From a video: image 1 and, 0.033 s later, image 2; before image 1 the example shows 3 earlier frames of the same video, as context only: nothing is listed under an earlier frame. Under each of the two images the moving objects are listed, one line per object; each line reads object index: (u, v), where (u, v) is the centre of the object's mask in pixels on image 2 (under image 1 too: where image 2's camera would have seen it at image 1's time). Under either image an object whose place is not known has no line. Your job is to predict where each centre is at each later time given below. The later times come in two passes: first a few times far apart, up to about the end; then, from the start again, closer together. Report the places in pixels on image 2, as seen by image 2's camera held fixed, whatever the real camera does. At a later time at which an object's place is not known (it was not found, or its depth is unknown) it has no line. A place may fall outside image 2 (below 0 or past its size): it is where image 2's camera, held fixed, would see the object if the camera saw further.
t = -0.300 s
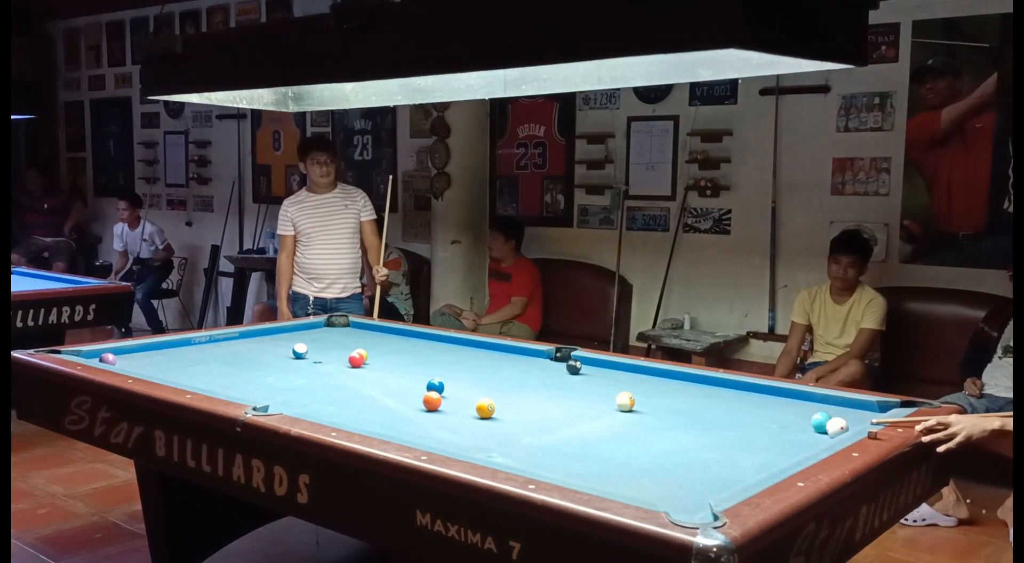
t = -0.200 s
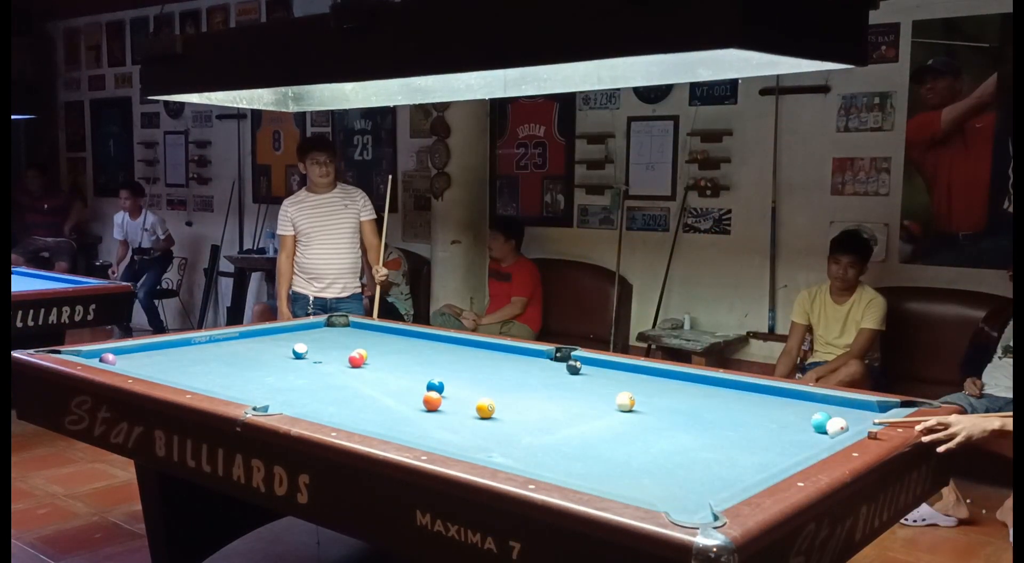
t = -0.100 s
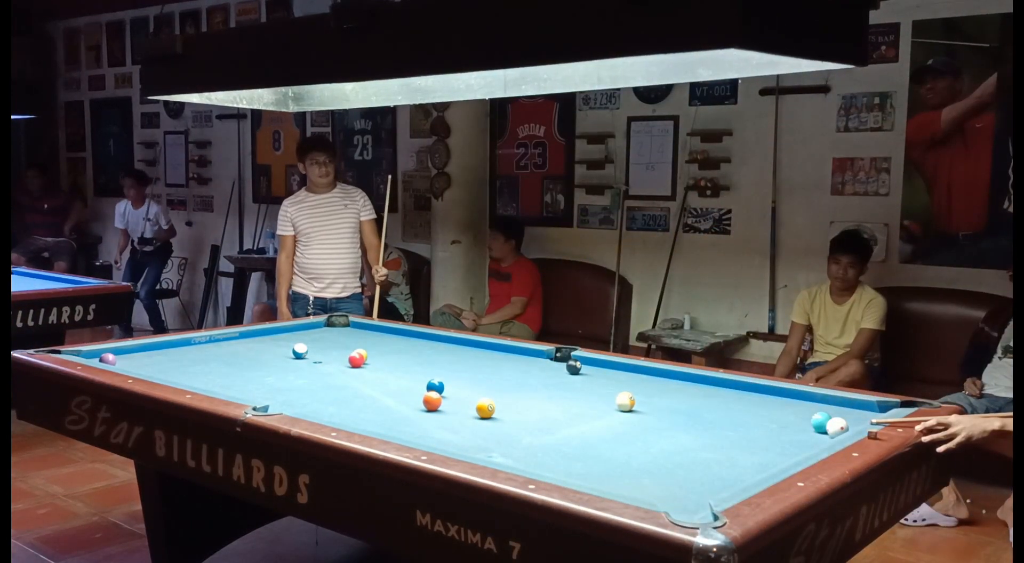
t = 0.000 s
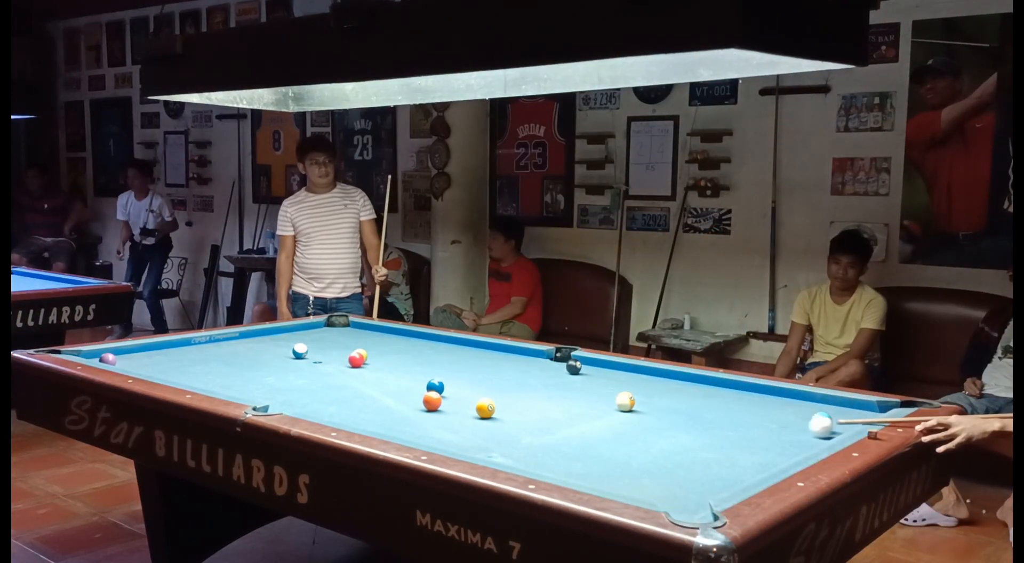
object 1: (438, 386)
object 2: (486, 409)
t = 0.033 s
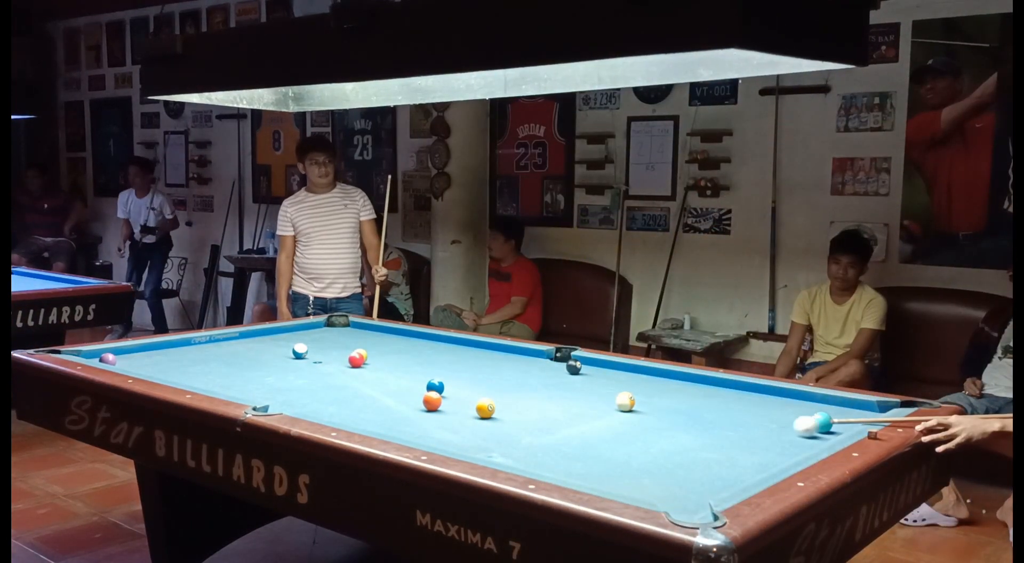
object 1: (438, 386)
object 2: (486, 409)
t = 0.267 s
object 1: (438, 386)
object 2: (486, 409)
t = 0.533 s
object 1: (438, 386)
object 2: (486, 409)
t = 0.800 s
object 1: (438, 386)
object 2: (481, 402)
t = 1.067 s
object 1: (438, 386)
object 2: (465, 400)
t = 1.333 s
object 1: (437, 385)
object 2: (450, 393)
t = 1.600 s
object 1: (428, 384)
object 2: (445, 390)
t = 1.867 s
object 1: (420, 383)
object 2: (443, 389)
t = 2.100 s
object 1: (413, 381)
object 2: (443, 388)
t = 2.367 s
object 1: (407, 378)
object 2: (443, 388)
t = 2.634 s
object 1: (402, 377)
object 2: (443, 388)
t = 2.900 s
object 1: (401, 375)
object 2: (443, 388)
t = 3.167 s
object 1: (404, 373)
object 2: (443, 388)
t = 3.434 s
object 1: (407, 370)
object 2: (443, 387)
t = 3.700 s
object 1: (410, 369)
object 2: (443, 387)
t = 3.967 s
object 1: (412, 367)
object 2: (443, 388)
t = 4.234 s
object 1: (413, 366)
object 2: (443, 388)
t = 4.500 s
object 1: (414, 366)
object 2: (443, 388)
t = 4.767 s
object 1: (414, 365)
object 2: (443, 388)
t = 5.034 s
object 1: (414, 365)
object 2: (443, 387)
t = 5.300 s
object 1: (414, 365)
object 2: (443, 387)
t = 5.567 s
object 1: (414, 365)
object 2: (443, 388)
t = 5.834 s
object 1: (414, 365)
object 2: (443, 388)
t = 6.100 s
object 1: (414, 365)
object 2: (443, 388)
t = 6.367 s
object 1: (414, 365)
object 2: (443, 388)
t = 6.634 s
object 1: (414, 365)
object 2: (443, 388)
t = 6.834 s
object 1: (414, 365)
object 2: (443, 388)
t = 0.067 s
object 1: (438, 386)
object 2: (486, 409)
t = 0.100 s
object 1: (438, 386)
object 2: (486, 409)
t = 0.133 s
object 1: (438, 386)
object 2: (486, 409)
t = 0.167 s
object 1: (438, 386)
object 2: (486, 409)
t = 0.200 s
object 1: (438, 386)
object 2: (486, 409)
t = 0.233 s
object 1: (438, 386)
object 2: (486, 409)
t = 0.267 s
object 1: (438, 386)
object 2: (486, 409)
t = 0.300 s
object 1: (438, 386)
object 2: (486, 409)
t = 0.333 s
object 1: (438, 386)
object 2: (486, 409)
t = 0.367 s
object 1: (438, 386)
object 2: (486, 409)
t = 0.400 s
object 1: (438, 386)
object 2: (486, 409)
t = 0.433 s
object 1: (438, 386)
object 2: (486, 409)
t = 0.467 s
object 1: (438, 386)
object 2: (486, 409)
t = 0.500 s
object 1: (438, 386)
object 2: (486, 409)
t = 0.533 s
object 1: (438, 386)
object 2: (486, 409)
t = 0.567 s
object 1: (438, 386)
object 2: (486, 409)
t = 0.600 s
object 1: (438, 386)
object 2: (486, 409)
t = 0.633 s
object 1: (438, 386)
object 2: (486, 409)
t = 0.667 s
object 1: (438, 386)
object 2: (486, 409)
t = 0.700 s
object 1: (438, 386)
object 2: (486, 409)
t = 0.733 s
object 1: (438, 386)
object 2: (485, 409)
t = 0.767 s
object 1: (438, 386)
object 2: (483, 407)
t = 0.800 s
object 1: (438, 386)
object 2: (481, 402)
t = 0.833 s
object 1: (438, 386)
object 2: (483, 404)
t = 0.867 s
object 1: (438, 386)
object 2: (480, 404)
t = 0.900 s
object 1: (438, 386)
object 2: (476, 405)
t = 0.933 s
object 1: (438, 386)
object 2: (474, 404)
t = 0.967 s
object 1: (438, 386)
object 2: (471, 402)
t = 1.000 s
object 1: (438, 386)
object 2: (469, 402)
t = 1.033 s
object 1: (438, 386)
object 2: (467, 401)
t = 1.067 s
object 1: (438, 386)
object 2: (465, 400)
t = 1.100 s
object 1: (438, 386)
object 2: (463, 399)
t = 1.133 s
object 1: (438, 386)
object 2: (461, 398)
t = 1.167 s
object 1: (438, 386)
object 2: (459, 397)
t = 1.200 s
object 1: (438, 386)
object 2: (457, 396)
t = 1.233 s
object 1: (438, 386)
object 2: (455, 396)
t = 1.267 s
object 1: (438, 386)
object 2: (453, 395)
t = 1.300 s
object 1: (438, 386)
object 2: (452, 394)
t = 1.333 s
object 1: (437, 385)
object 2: (450, 393)
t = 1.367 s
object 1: (437, 384)
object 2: (448, 392)
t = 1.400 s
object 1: (436, 384)
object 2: (447, 391)
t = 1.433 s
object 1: (436, 383)
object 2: (446, 391)
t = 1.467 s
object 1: (435, 383)
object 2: (445, 390)
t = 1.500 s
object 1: (434, 381)
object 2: (445, 390)
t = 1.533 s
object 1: (433, 381)
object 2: (445, 390)
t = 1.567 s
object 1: (429, 384)
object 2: (445, 390)
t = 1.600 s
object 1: (428, 384)
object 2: (445, 390)
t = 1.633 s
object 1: (427, 385)
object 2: (444, 390)
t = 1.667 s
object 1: (426, 384)
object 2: (444, 389)
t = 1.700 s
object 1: (425, 384)
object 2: (444, 389)
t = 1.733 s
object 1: (424, 384)
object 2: (444, 389)
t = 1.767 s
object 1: (423, 384)
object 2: (444, 389)
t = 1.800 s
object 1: (422, 384)
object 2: (444, 389)
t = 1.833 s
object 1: (421, 383)
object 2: (444, 389)
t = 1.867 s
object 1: (420, 383)
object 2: (443, 389)
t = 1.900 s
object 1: (419, 383)
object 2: (443, 389)
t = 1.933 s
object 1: (418, 382)
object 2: (443, 388)
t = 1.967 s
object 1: (417, 382)
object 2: (443, 388)
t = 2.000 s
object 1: (416, 382)
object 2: (443, 388)
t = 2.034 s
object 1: (415, 381)
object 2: (443, 388)
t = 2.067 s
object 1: (414, 381)
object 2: (443, 388)
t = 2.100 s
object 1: (413, 381)
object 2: (443, 388)
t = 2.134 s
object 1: (413, 380)
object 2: (443, 388)
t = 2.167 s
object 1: (412, 380)
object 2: (443, 388)
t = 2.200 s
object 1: (411, 380)
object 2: (443, 388)
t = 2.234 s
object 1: (410, 379)
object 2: (443, 388)
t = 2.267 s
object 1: (409, 379)
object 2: (443, 388)
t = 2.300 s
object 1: (409, 379)
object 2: (443, 388)
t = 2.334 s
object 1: (408, 379)
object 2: (443, 388)
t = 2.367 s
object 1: (407, 378)
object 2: (443, 388)
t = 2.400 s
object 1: (407, 378)
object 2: (443, 388)
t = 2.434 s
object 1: (406, 378)
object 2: (443, 388)
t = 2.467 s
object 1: (405, 378)
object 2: (443, 388)
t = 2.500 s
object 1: (405, 378)
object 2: (443, 388)
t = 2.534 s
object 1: (404, 378)
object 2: (443, 388)
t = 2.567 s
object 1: (403, 377)
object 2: (443, 388)
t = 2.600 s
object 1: (403, 377)
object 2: (443, 388)
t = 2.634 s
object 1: (402, 377)
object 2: (443, 388)
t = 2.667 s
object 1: (402, 377)
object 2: (443, 388)
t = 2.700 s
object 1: (401, 377)
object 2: (443, 388)
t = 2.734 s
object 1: (401, 376)
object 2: (443, 388)
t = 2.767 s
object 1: (401, 376)
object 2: (443, 388)
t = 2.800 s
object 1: (401, 376)
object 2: (443, 388)
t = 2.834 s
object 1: (401, 376)
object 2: (443, 388)
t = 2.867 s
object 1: (401, 375)
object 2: (443, 388)
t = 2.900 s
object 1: (401, 375)
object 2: (443, 388)
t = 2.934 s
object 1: (401, 375)
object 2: (443, 388)
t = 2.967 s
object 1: (401, 375)
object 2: (443, 388)
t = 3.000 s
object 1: (402, 374)
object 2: (443, 388)
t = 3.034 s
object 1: (402, 374)
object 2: (443, 388)
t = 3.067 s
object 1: (403, 374)
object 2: (443, 388)
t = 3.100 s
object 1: (403, 373)
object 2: (443, 388)
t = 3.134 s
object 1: (403, 373)
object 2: (443, 388)
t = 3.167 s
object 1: (404, 373)
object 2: (443, 388)
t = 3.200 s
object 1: (404, 373)
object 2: (443, 388)
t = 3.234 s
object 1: (405, 372)
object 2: (443, 388)
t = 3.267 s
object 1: (405, 372)
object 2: (443, 388)
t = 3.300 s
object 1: (406, 372)
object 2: (443, 388)
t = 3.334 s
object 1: (406, 371)
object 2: (443, 388)
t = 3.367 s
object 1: (407, 371)
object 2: (443, 387)
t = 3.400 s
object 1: (407, 371)
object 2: (443, 388)
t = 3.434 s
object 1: (407, 370)
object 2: (443, 387)
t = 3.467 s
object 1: (408, 370)
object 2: (443, 388)
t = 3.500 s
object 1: (408, 370)
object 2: (443, 387)
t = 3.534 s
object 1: (408, 370)
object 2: (443, 387)
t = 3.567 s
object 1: (409, 369)
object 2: (443, 387)
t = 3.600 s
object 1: (409, 369)
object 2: (443, 387)
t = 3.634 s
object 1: (409, 369)
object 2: (443, 387)
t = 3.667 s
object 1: (410, 369)
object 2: (443, 387)
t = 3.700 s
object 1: (410, 369)
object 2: (443, 387)
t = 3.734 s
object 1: (410, 368)
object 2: (443, 387)
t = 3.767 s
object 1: (410, 368)
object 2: (443, 387)
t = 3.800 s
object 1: (411, 368)
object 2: (443, 387)
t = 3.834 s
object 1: (411, 368)
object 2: (443, 387)
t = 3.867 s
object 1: (411, 368)
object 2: (443, 387)
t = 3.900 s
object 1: (412, 367)
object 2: (443, 387)
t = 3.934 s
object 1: (412, 368)
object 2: (443, 387)
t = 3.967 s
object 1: (412, 367)
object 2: (443, 388)
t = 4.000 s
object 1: (412, 367)
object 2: (443, 387)
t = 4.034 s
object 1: (412, 367)
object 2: (443, 388)
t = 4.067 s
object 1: (413, 367)
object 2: (443, 387)
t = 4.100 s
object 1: (413, 367)
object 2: (443, 388)
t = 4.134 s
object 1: (413, 367)
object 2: (443, 388)
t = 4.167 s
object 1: (413, 366)
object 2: (443, 388)
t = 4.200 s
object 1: (413, 366)
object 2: (443, 388)
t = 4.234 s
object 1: (413, 366)
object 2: (443, 388)
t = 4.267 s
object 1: (414, 366)
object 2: (443, 388)
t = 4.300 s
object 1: (414, 366)
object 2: (443, 388)
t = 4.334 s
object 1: (414, 366)
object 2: (443, 388)
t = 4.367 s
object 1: (414, 366)
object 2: (443, 388)
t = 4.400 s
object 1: (414, 366)
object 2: (443, 388)
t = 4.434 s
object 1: (414, 366)
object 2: (443, 388)
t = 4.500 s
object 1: (414, 366)
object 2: (443, 388)
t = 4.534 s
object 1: (414, 366)
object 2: (443, 388)
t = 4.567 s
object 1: (414, 366)
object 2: (443, 388)
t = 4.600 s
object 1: (414, 366)
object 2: (443, 388)
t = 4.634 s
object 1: (414, 366)
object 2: (443, 388)
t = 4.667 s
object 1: (414, 366)
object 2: (443, 388)
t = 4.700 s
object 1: (414, 366)
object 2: (443, 388)
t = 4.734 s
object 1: (414, 366)
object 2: (443, 388)
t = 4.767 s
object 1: (414, 365)
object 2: (443, 388)
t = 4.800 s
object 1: (414, 365)
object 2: (443, 387)
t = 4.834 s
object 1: (414, 365)
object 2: (443, 388)
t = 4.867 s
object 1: (414, 365)
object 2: (443, 387)
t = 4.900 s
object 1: (414, 365)
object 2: (443, 387)
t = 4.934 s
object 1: (414, 365)
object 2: (443, 387)
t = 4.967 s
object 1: (414, 365)
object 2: (443, 387)
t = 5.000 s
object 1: (414, 365)
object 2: (443, 387)
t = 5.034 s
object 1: (414, 365)
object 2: (443, 387)
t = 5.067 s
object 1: (414, 365)
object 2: (443, 387)
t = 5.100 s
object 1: (414, 365)
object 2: (443, 387)
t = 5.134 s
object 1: (414, 365)
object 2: (443, 387)
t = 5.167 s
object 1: (414, 365)
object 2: (443, 387)
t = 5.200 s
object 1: (414, 365)
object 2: (443, 387)
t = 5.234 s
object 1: (414, 365)
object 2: (443, 387)
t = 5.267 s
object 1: (414, 365)
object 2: (443, 387)
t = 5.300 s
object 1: (414, 365)
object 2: (443, 387)
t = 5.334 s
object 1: (414, 365)
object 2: (443, 387)
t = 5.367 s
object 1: (414, 365)
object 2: (443, 387)
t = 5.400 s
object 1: (414, 365)
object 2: (443, 388)
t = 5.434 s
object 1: (414, 365)
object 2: (443, 388)
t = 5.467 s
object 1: (414, 365)
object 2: (443, 387)
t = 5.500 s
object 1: (414, 365)
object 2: (443, 388)
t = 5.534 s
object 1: (414, 365)
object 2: (443, 388)
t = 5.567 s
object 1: (414, 365)
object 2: (443, 388)
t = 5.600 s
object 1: (414, 365)
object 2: (443, 388)
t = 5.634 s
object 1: (414, 365)
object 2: (443, 388)
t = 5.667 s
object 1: (414, 365)
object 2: (443, 387)
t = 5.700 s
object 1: (414, 365)
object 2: (443, 388)
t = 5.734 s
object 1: (414, 365)
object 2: (443, 388)
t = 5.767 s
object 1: (414, 365)
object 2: (443, 388)
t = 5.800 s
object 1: (414, 365)
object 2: (443, 388)
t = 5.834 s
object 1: (414, 365)
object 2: (443, 388)
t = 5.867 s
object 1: (414, 365)
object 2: (443, 388)
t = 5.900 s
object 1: (414, 365)
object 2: (443, 388)
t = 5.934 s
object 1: (414, 365)
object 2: (443, 388)
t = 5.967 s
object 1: (414, 365)
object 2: (443, 388)
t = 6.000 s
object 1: (414, 365)
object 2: (443, 388)
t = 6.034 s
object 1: (414, 365)
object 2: (443, 388)
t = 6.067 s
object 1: (414, 365)
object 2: (443, 388)
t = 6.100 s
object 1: (414, 365)
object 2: (443, 388)
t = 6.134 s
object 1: (414, 365)
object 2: (443, 388)
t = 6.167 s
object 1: (414, 365)
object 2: (443, 388)
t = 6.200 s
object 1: (414, 365)
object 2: (443, 387)
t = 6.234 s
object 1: (414, 365)
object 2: (443, 388)
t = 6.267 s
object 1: (414, 365)
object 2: (443, 388)
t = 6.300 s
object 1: (414, 365)
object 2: (443, 388)
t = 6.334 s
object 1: (414, 365)
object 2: (443, 388)
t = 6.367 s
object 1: (414, 365)
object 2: (443, 388)
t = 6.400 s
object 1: (414, 365)
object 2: (443, 388)
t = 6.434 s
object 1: (414, 365)
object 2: (443, 388)
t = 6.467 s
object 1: (414, 365)
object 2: (443, 388)
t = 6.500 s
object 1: (414, 365)
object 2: (443, 388)
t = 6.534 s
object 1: (414, 365)
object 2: (443, 388)
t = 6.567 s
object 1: (414, 365)
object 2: (443, 388)
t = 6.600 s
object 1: (414, 365)
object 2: (443, 388)
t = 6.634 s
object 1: (414, 365)
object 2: (443, 388)
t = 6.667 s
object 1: (414, 365)
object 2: (443, 388)
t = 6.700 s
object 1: (414, 365)
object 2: (443, 388)
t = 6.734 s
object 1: (414, 365)
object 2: (443, 388)
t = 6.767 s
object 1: (414, 365)
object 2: (443, 388)
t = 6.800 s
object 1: (414, 365)
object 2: (443, 388)
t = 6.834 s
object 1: (414, 365)
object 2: (443, 388)
